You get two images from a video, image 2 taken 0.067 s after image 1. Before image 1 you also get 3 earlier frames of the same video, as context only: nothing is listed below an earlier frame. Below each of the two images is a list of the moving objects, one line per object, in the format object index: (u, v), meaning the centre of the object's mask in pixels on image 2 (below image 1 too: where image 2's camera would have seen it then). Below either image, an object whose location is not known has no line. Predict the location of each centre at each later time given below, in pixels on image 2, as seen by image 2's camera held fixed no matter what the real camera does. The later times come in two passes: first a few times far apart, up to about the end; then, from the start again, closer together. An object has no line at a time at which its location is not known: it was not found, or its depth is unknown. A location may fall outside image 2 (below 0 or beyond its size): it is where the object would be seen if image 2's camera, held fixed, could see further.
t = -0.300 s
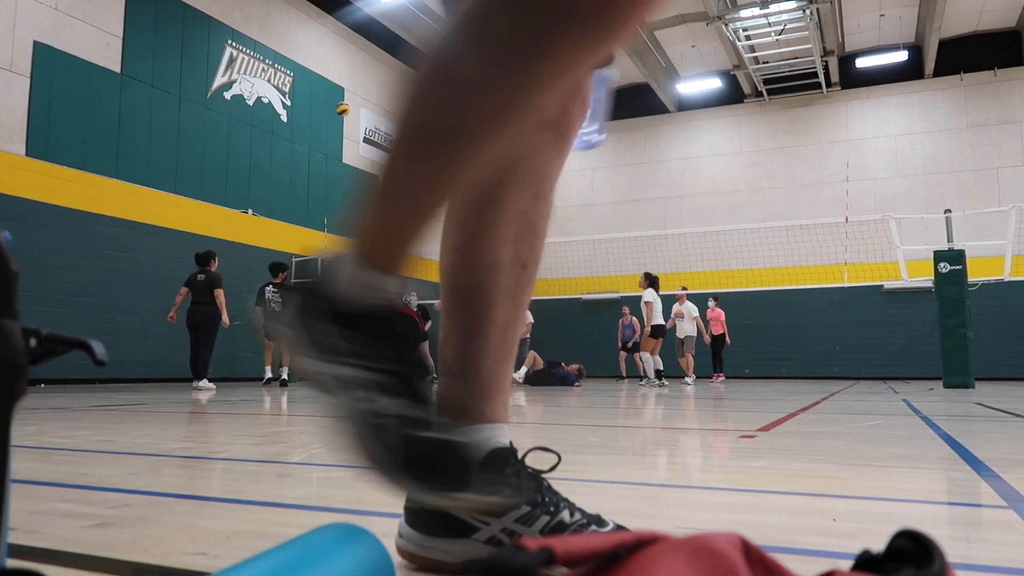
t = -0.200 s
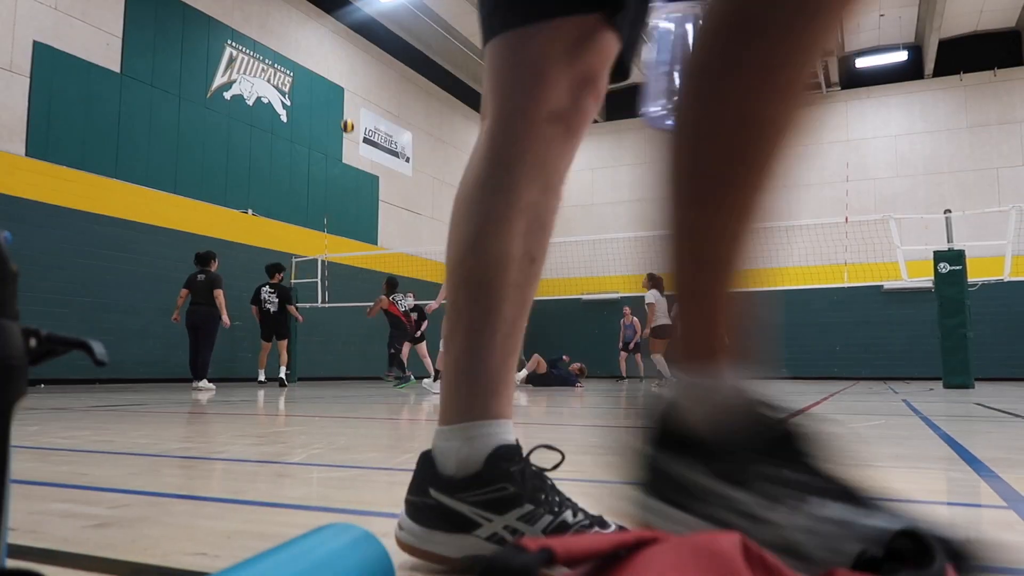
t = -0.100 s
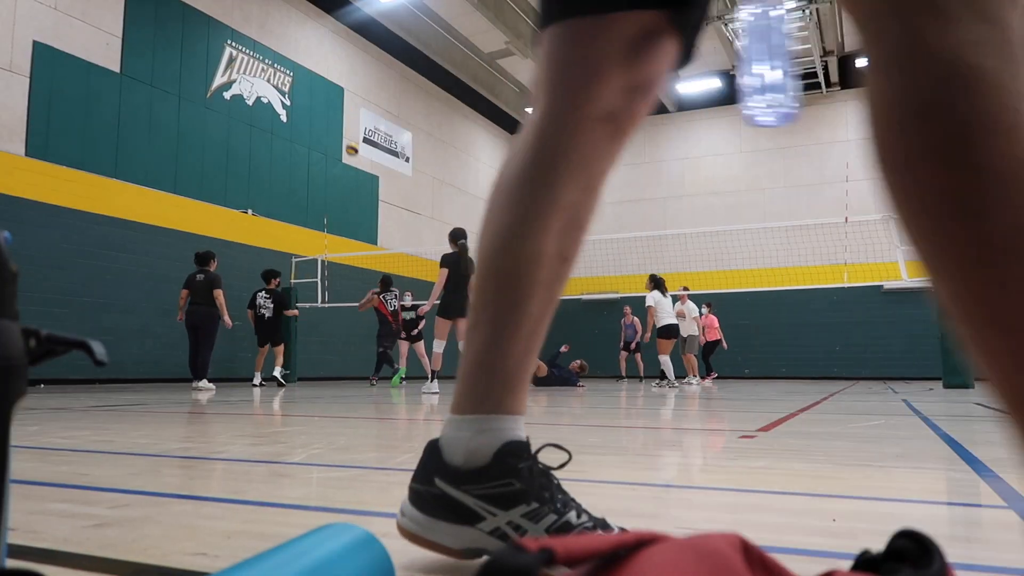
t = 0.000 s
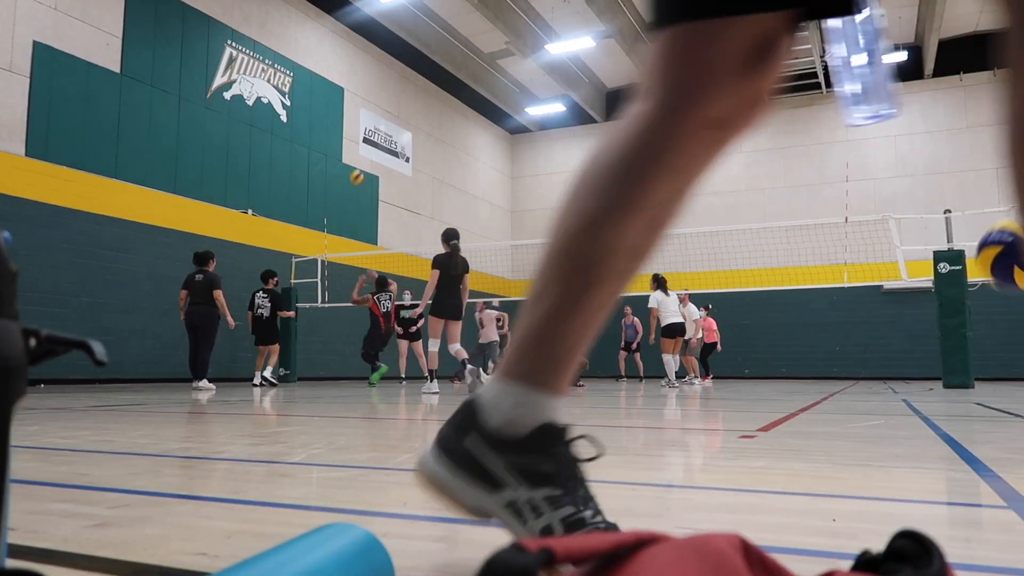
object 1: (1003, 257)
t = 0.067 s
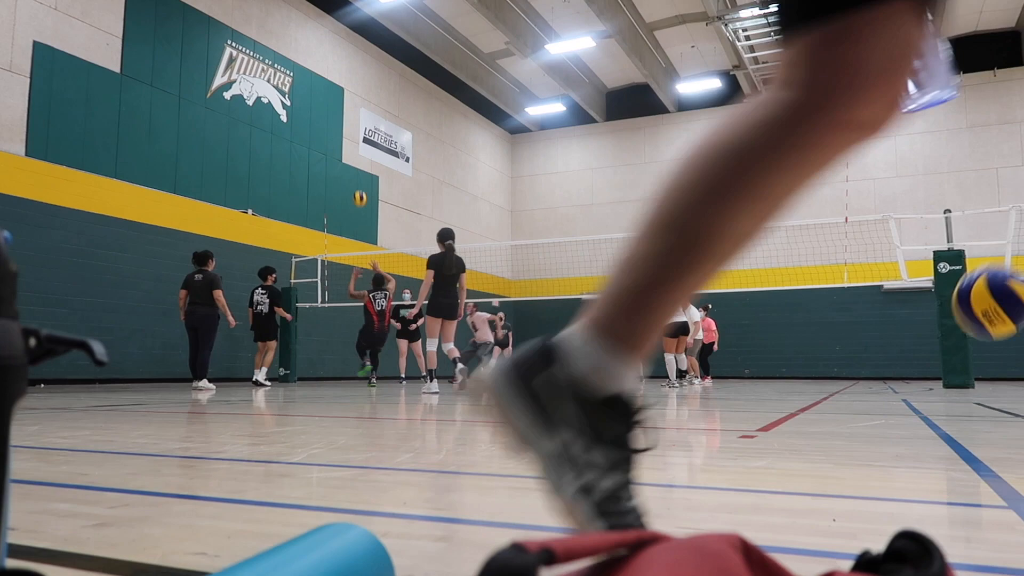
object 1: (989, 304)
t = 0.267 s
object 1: (925, 352)
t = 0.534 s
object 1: (846, 311)
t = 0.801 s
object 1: (789, 375)
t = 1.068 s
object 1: (743, 346)
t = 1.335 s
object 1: (707, 364)
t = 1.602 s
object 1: (680, 379)
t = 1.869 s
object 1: (653, 368)
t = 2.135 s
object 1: (630, 373)
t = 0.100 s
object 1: (983, 328)
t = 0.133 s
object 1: (972, 355)
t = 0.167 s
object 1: (963, 386)
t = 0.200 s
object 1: (957, 398)
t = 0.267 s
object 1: (925, 352)
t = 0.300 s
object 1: (912, 336)
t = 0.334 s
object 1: (901, 323)
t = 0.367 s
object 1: (891, 314)
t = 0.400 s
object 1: (882, 308)
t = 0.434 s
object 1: (872, 304)
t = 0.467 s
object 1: (863, 304)
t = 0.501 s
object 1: (855, 306)
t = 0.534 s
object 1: (846, 311)
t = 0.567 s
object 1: (839, 317)
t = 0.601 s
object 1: (831, 327)
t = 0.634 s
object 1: (824, 340)
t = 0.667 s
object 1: (817, 353)
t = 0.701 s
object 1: (810, 369)
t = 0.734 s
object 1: (803, 388)
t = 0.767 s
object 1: (796, 389)
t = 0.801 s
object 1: (789, 375)
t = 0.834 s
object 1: (783, 363)
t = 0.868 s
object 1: (777, 354)
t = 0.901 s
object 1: (771, 347)
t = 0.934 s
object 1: (765, 342)
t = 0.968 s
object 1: (760, 339)
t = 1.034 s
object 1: (749, 341)
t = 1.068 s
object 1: (743, 346)
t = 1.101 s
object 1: (739, 352)
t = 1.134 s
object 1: (735, 360)
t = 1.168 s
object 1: (730, 369)
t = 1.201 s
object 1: (725, 382)
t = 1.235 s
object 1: (719, 391)
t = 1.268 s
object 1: (716, 381)
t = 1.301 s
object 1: (712, 371)
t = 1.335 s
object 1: (707, 364)
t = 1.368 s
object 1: (704, 360)
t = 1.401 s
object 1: (700, 357)
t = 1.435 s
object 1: (696, 356)
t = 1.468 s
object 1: (693, 357)
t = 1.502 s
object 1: (689, 360)
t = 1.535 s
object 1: (686, 364)
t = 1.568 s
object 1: (683, 370)
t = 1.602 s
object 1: (680, 379)
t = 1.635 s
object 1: (676, 388)
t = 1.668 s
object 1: (672, 384)
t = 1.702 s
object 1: (669, 377)
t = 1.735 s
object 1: (665, 371)
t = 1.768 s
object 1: (662, 369)
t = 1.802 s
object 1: (659, 367)
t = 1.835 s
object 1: (656, 366)
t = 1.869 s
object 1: (653, 368)
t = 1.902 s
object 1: (650, 372)
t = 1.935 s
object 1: (647, 377)
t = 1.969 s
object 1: (645, 383)
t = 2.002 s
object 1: (642, 388)
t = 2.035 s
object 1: (638, 381)
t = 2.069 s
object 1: (636, 377)
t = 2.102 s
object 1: (633, 375)
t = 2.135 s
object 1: (630, 373)
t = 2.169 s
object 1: (627, 374)
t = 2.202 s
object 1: (624, 376)
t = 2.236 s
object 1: (622, 380)
